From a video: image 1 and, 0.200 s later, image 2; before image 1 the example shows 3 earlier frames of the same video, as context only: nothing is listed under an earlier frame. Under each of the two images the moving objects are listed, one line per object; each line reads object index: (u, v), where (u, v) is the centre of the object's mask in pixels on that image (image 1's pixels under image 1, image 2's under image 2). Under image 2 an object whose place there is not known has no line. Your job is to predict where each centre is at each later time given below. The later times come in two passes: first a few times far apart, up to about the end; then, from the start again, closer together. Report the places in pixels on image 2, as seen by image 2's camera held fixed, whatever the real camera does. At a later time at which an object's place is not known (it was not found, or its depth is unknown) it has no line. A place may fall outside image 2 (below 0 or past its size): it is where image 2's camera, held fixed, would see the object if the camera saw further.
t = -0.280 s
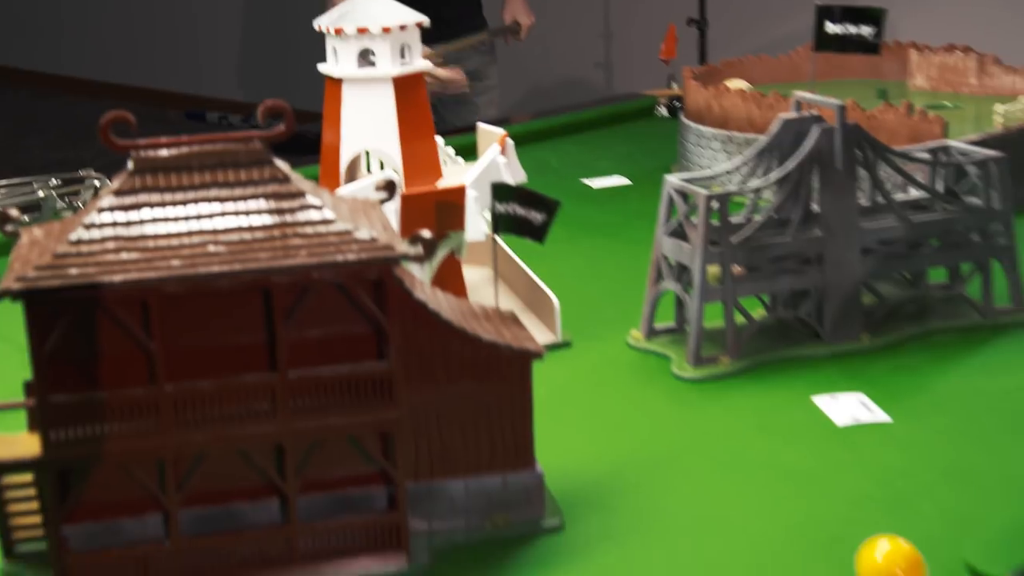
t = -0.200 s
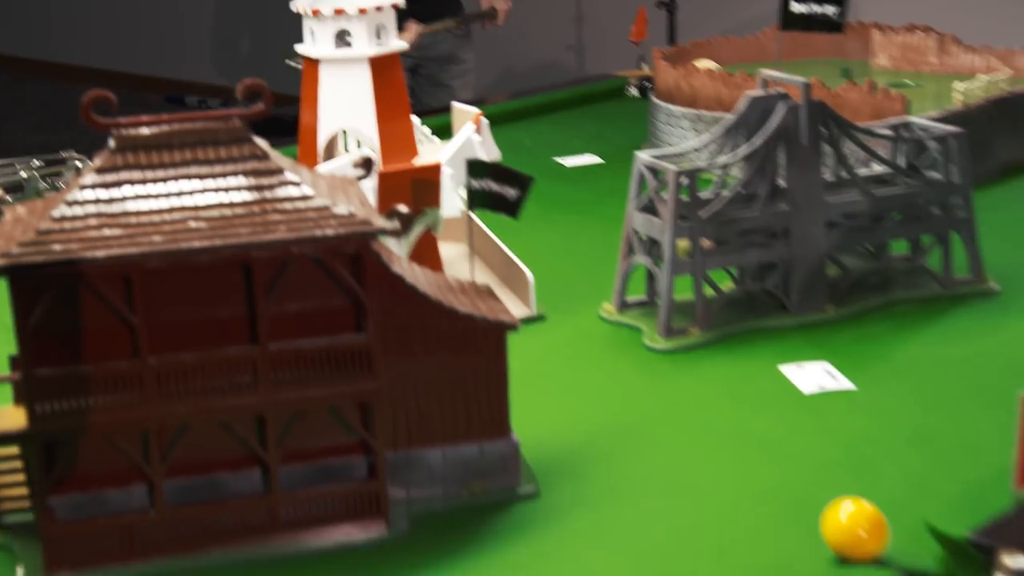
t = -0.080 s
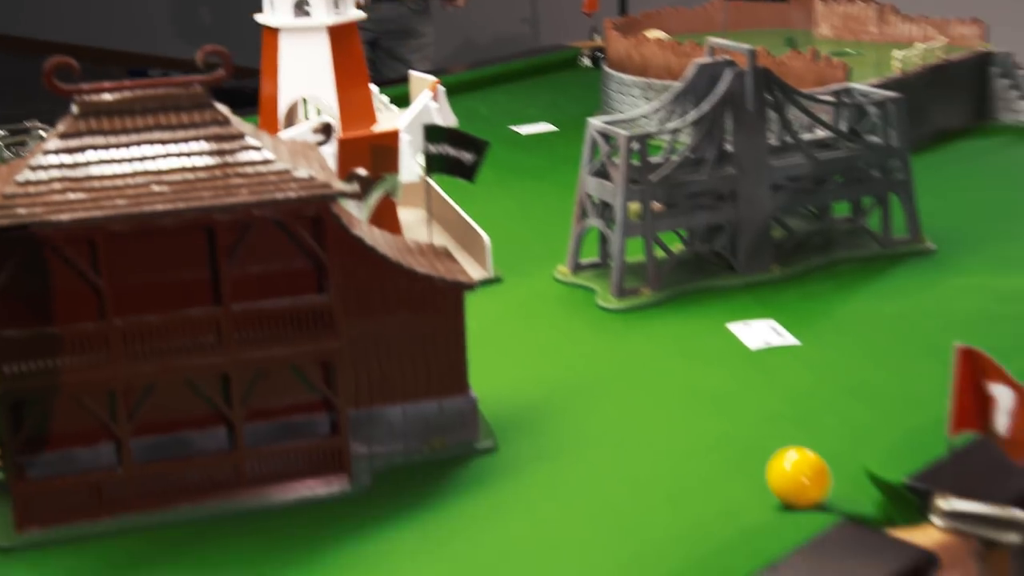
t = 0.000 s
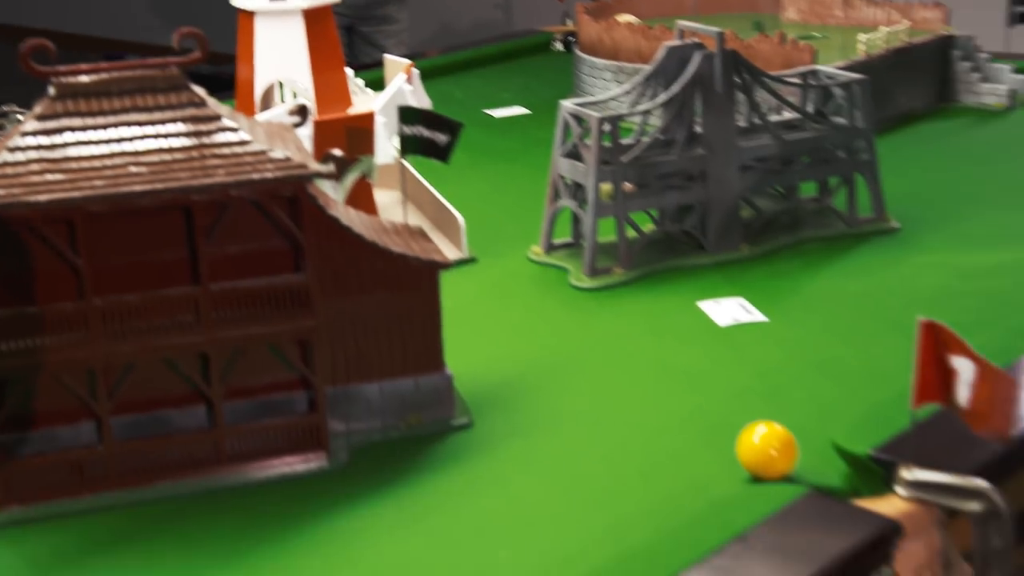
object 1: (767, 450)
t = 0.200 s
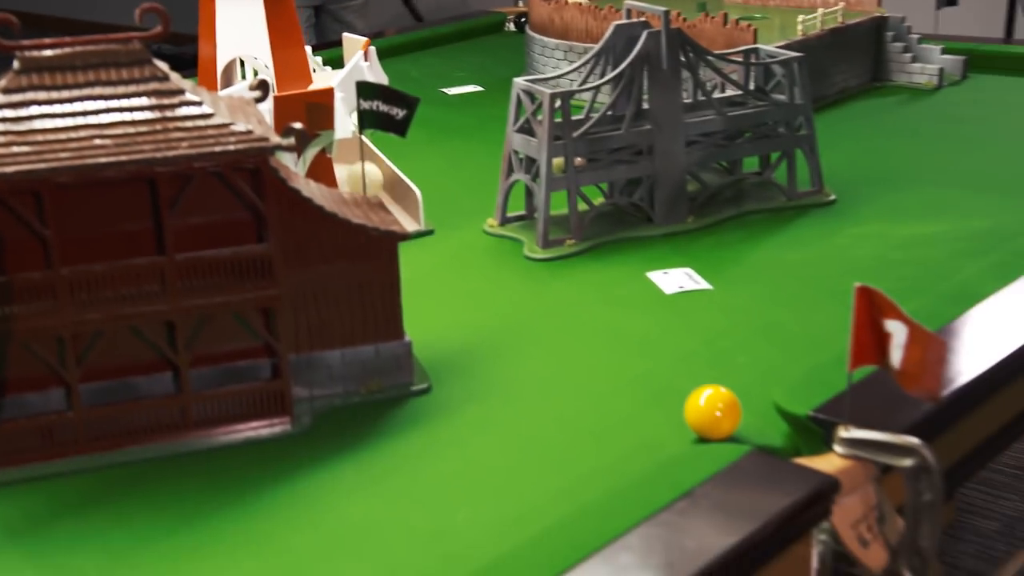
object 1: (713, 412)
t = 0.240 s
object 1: (713, 412)
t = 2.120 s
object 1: (853, 283)
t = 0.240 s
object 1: (713, 412)
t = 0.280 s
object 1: (712, 413)
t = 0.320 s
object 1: (712, 413)
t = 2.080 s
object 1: (848, 287)
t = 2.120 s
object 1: (853, 283)
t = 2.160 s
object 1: (859, 280)
